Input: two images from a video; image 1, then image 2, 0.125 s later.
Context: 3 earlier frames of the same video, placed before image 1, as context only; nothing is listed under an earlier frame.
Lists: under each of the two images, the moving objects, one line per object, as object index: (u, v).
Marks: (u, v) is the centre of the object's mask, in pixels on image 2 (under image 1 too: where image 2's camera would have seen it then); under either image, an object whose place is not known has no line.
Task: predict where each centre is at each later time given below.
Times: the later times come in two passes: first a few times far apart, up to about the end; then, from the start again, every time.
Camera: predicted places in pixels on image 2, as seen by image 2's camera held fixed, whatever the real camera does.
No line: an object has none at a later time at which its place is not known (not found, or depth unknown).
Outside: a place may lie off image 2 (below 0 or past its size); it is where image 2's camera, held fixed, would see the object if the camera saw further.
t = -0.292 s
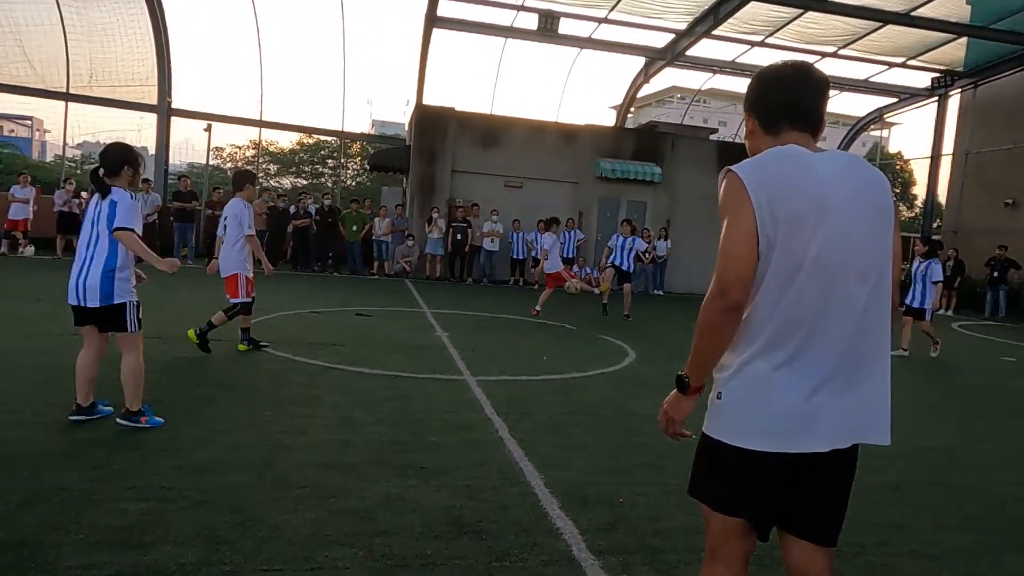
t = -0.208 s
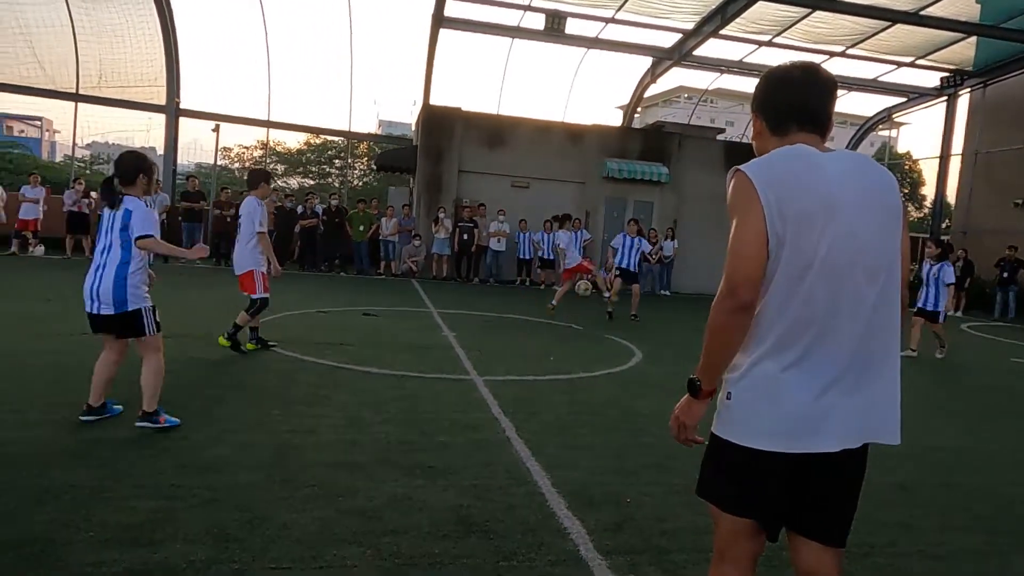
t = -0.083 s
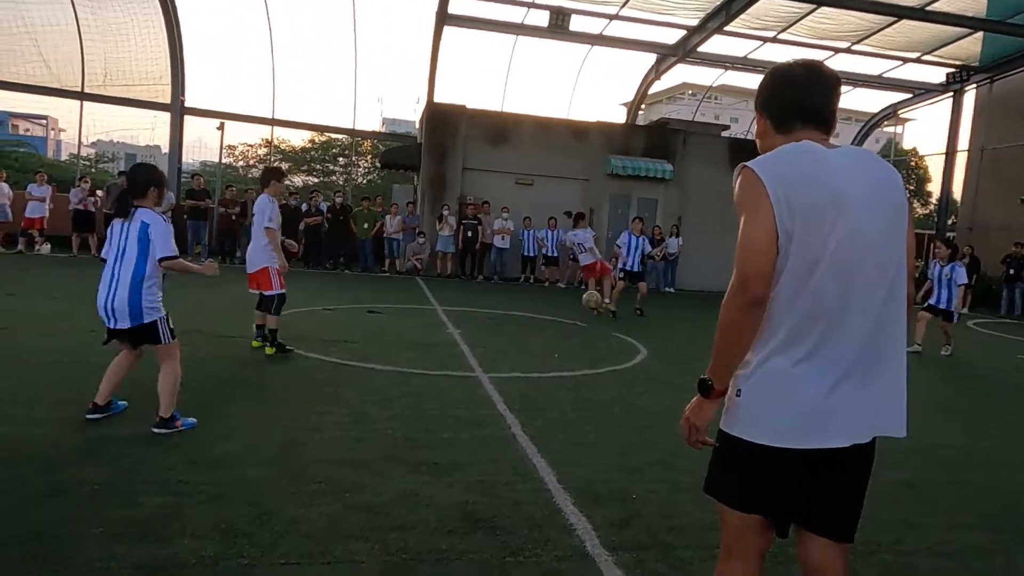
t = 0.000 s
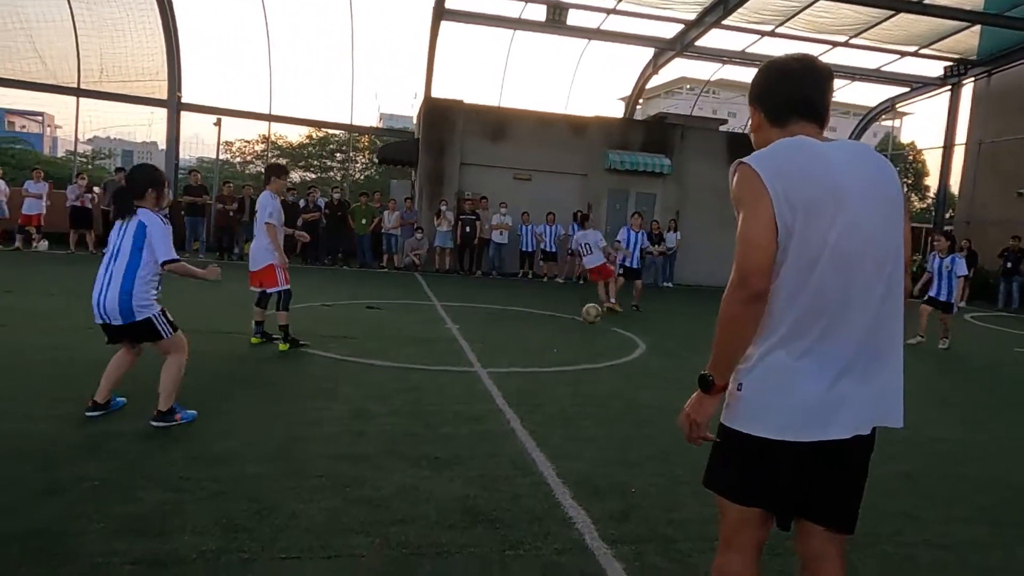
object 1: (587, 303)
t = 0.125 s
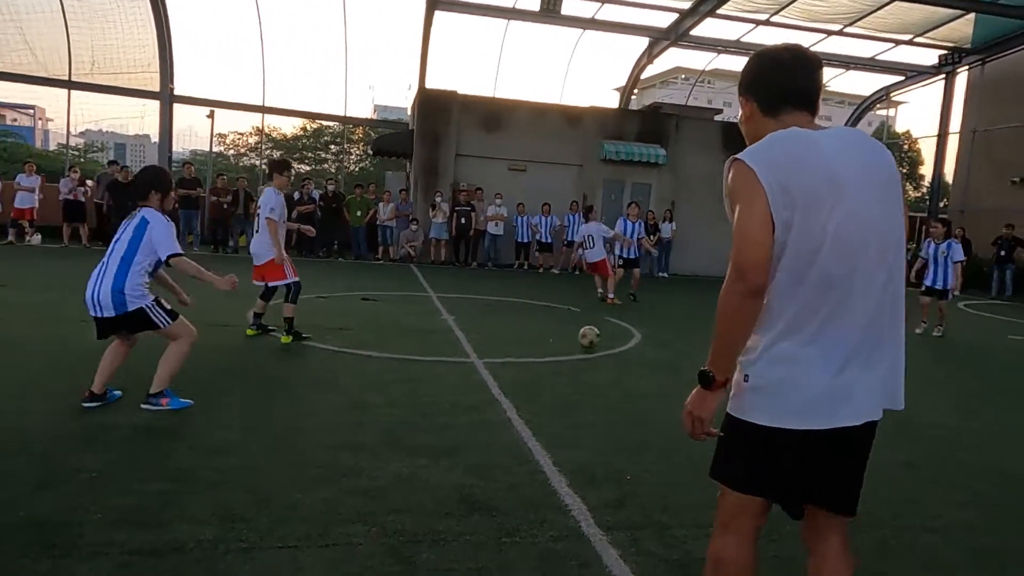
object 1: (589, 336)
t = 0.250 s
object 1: (597, 331)
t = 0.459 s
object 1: (607, 364)
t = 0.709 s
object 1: (623, 394)
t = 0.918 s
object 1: (645, 415)
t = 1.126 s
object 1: (675, 448)
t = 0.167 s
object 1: (593, 332)
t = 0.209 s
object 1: (594, 331)
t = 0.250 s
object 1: (597, 331)
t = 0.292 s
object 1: (598, 333)
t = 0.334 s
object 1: (602, 337)
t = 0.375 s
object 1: (603, 344)
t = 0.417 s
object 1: (606, 353)
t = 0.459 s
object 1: (607, 364)
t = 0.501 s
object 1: (611, 372)
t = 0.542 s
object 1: (612, 372)
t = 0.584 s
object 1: (616, 374)
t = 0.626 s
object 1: (618, 377)
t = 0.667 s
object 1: (621, 384)
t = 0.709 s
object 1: (623, 394)
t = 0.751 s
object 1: (627, 397)
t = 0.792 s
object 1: (630, 401)
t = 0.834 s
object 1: (635, 405)
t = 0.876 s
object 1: (638, 410)
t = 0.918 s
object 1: (645, 415)
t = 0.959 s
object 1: (650, 421)
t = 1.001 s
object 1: (657, 430)
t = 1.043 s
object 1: (662, 434)
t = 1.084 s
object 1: (669, 442)
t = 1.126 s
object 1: (675, 448)
